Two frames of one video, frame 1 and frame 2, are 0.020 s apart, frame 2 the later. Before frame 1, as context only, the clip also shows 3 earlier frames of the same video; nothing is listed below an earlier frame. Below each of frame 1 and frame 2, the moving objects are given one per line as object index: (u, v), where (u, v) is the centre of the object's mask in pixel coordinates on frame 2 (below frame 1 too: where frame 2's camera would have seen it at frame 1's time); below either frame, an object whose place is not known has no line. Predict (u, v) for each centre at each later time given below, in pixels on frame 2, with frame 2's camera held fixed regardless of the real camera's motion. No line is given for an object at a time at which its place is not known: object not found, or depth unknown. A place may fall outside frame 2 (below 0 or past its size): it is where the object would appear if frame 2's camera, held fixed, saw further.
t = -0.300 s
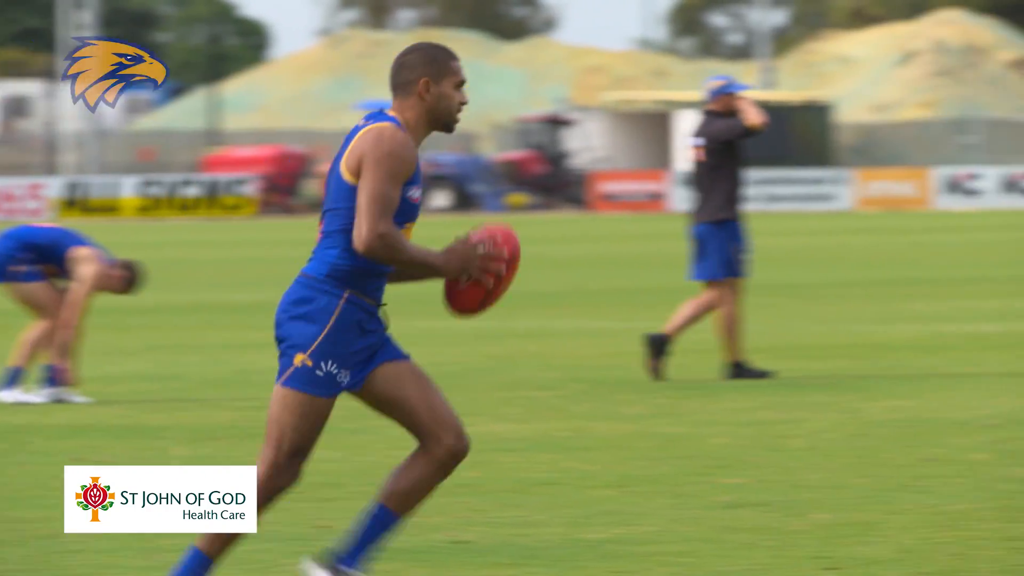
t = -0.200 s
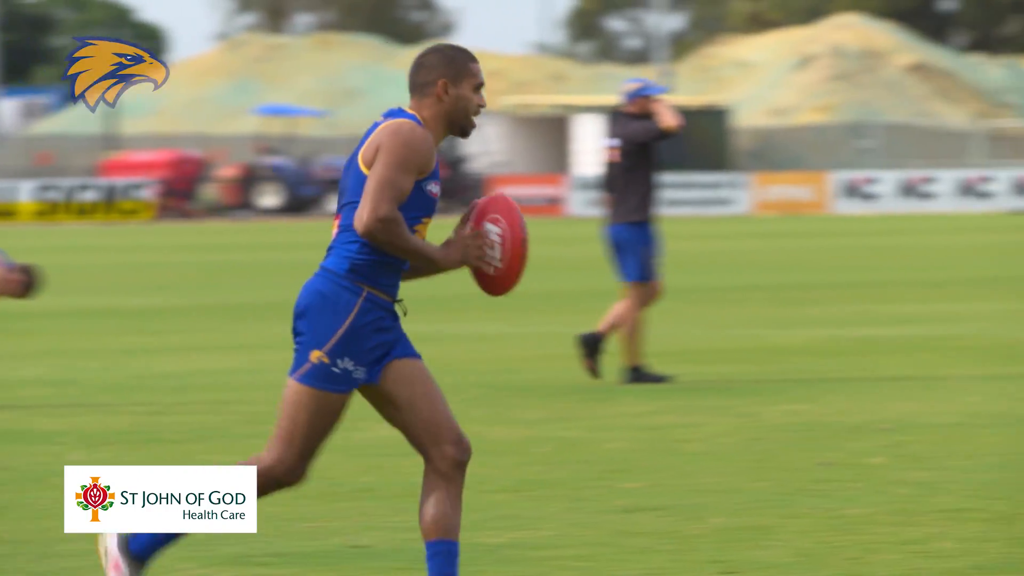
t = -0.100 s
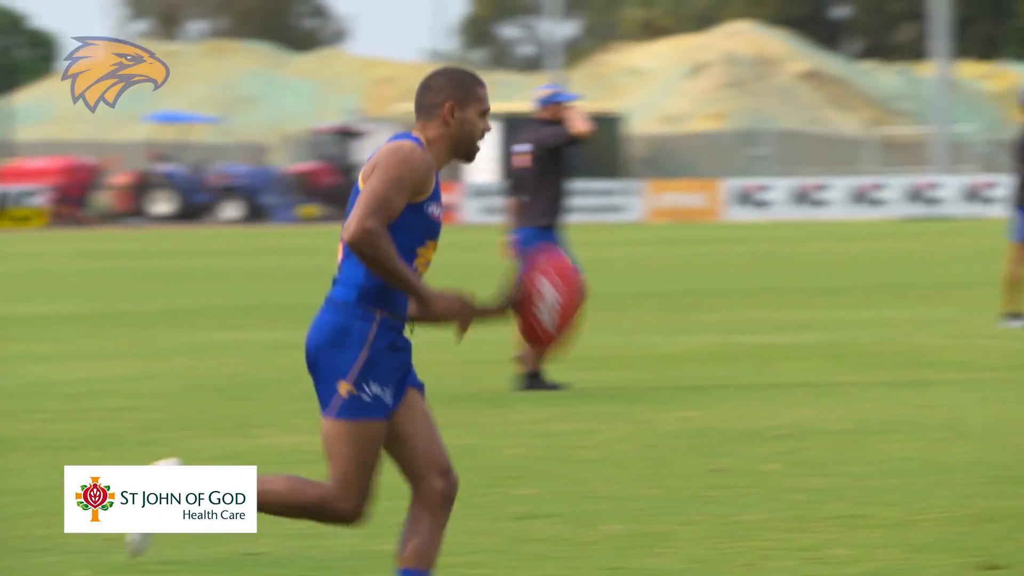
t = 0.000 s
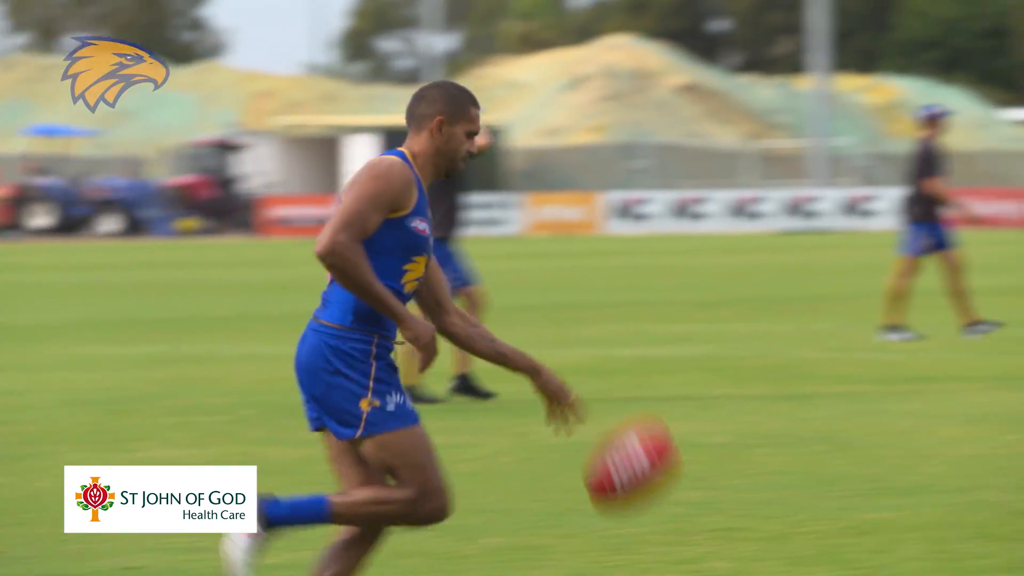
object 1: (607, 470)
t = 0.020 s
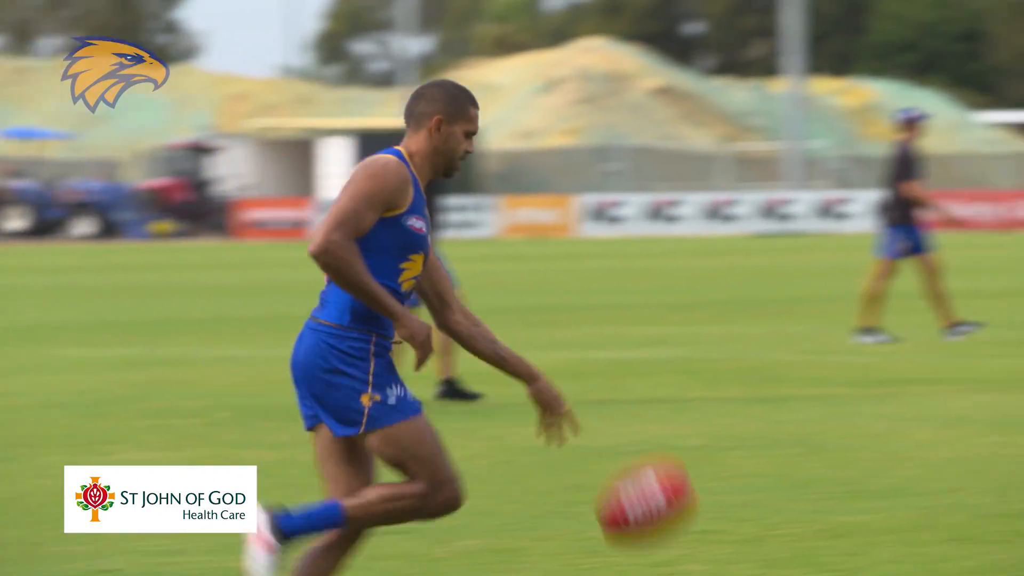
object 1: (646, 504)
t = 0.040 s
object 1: (686, 537)
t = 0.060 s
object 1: (726, 554)
